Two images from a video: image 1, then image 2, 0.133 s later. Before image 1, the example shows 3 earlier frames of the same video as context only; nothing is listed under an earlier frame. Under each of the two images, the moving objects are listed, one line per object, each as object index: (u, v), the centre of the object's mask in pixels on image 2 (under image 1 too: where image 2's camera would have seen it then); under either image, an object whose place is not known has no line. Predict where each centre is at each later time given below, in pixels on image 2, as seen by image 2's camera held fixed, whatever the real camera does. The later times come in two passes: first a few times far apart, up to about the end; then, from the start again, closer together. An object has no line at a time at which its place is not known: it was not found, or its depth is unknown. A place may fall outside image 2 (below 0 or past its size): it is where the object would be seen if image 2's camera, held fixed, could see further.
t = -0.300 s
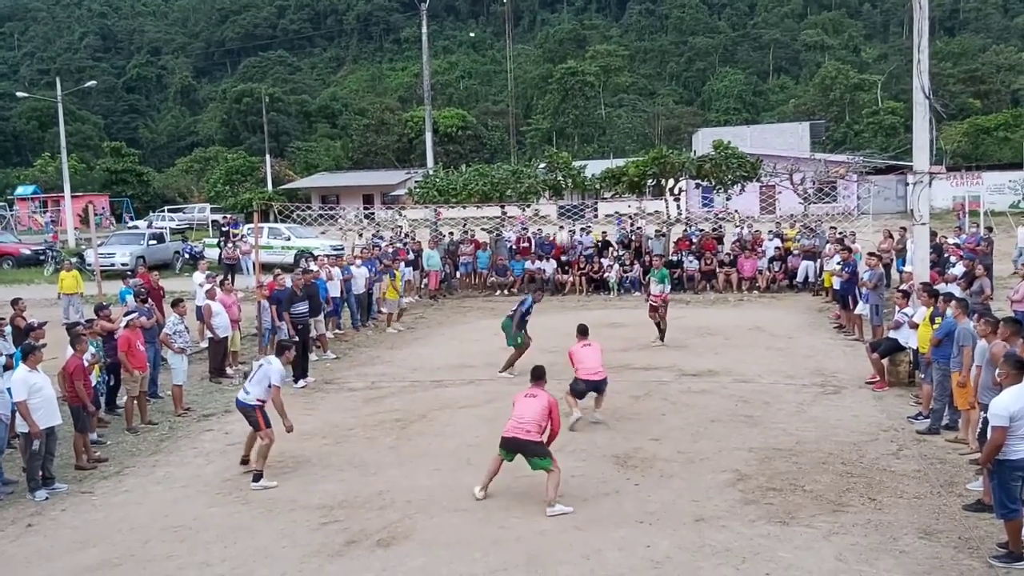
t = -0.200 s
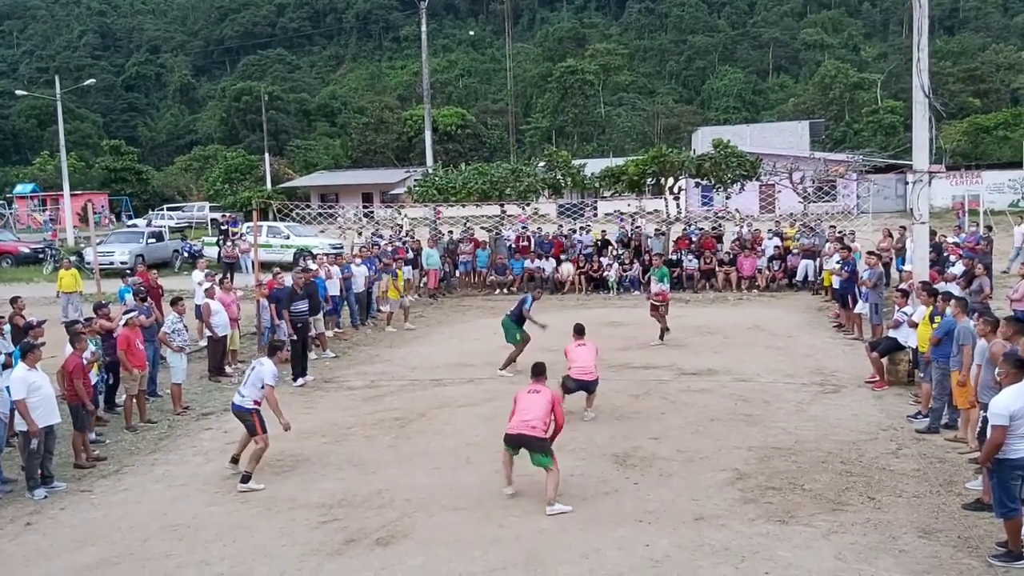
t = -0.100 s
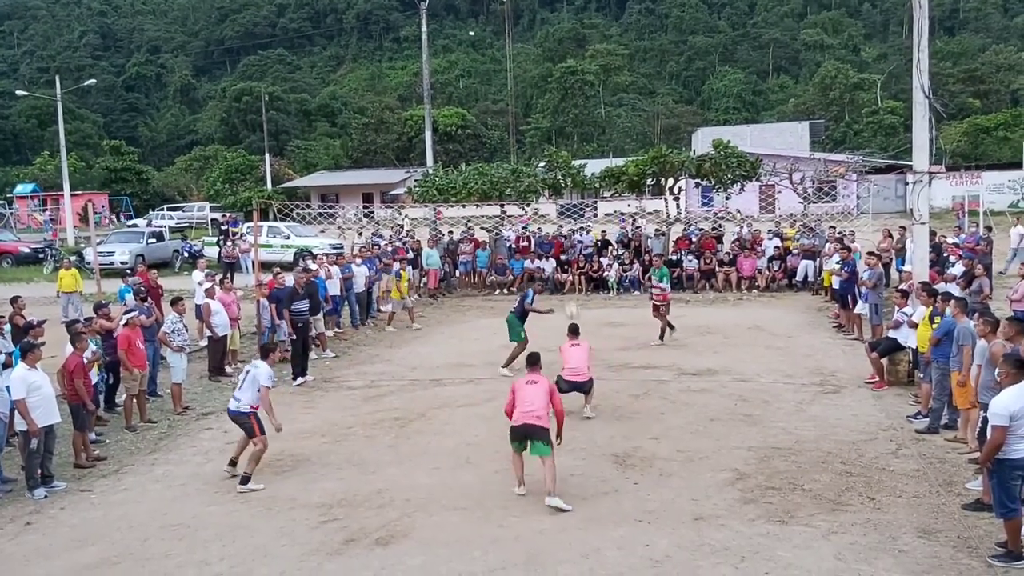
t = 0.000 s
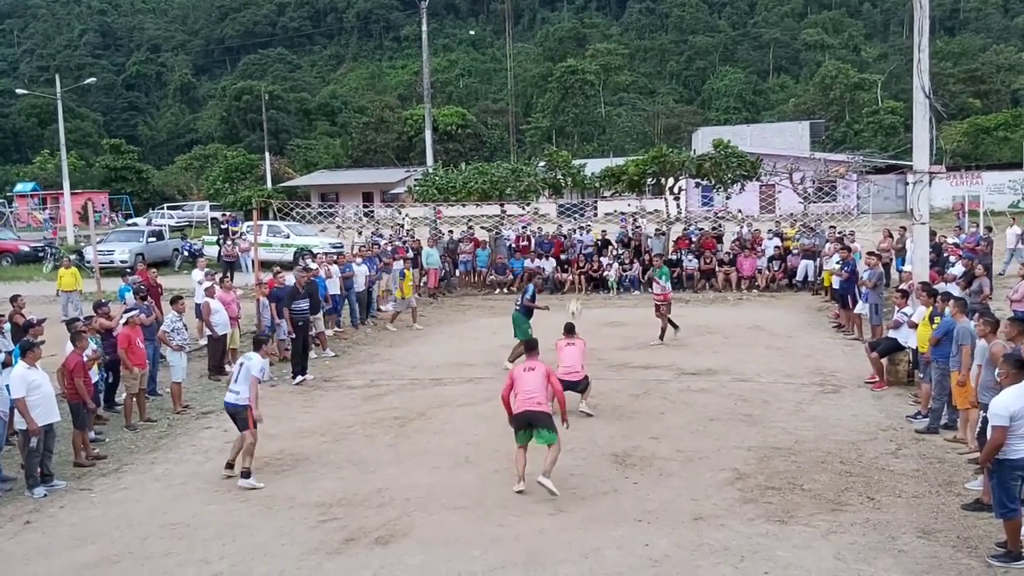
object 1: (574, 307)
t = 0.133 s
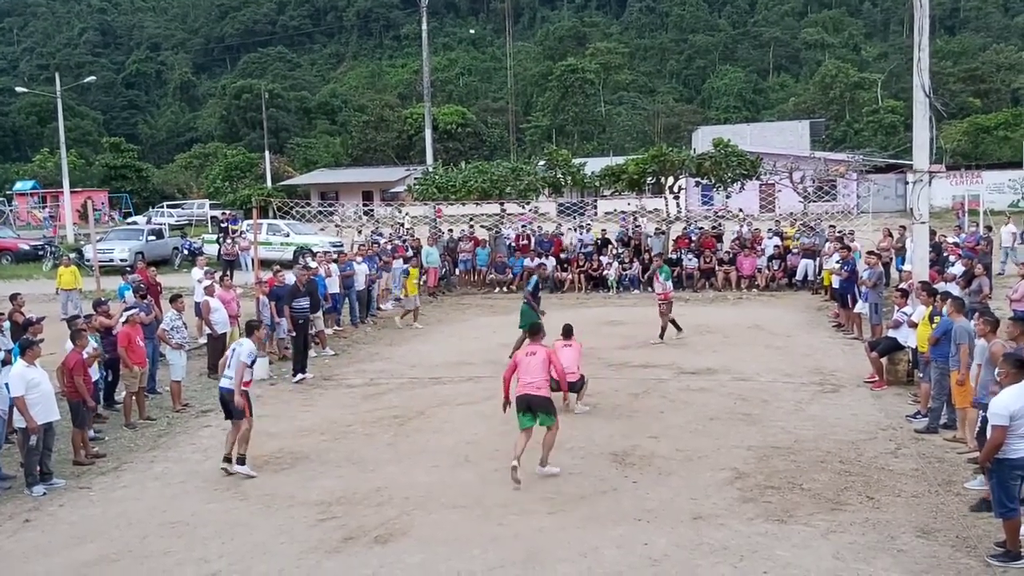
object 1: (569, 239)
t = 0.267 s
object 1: (567, 183)
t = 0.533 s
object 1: (564, 104)
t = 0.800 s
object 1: (563, 77)
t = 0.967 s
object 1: (563, 87)
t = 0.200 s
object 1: (569, 210)
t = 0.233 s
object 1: (569, 195)
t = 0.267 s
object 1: (567, 183)
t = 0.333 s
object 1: (566, 157)
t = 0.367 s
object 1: (566, 147)
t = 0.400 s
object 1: (566, 138)
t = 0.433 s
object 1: (565, 128)
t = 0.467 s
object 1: (565, 120)
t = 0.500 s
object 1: (564, 112)
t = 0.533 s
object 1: (564, 104)
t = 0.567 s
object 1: (564, 98)
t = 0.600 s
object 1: (563, 92)
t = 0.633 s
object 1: (563, 88)
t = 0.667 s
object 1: (563, 84)
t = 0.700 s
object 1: (563, 81)
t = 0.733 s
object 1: (563, 79)
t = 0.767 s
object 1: (563, 78)
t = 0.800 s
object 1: (563, 77)
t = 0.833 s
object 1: (563, 78)
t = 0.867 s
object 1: (563, 79)
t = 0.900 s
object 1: (563, 80)
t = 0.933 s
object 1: (563, 83)
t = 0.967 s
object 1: (563, 87)
